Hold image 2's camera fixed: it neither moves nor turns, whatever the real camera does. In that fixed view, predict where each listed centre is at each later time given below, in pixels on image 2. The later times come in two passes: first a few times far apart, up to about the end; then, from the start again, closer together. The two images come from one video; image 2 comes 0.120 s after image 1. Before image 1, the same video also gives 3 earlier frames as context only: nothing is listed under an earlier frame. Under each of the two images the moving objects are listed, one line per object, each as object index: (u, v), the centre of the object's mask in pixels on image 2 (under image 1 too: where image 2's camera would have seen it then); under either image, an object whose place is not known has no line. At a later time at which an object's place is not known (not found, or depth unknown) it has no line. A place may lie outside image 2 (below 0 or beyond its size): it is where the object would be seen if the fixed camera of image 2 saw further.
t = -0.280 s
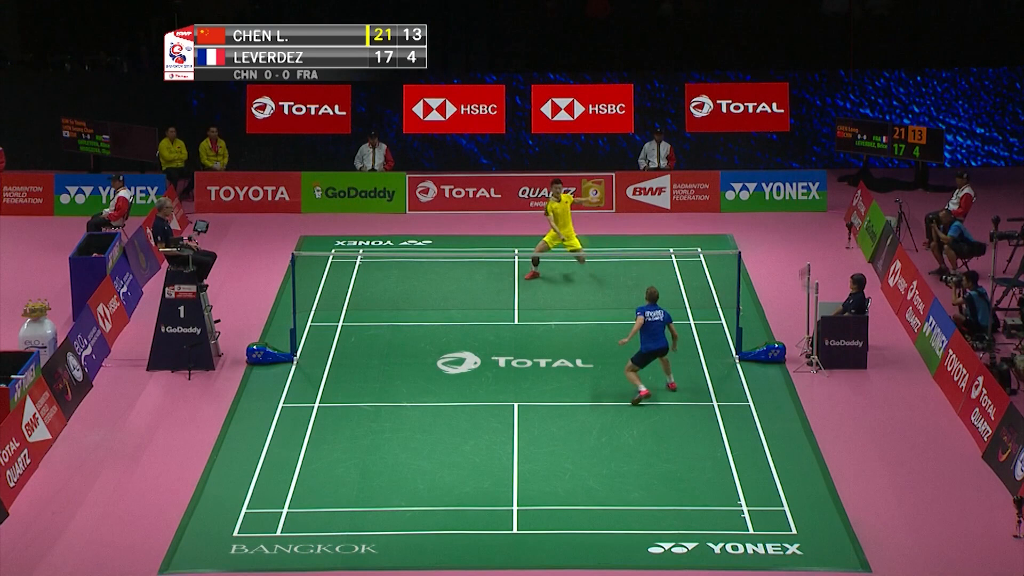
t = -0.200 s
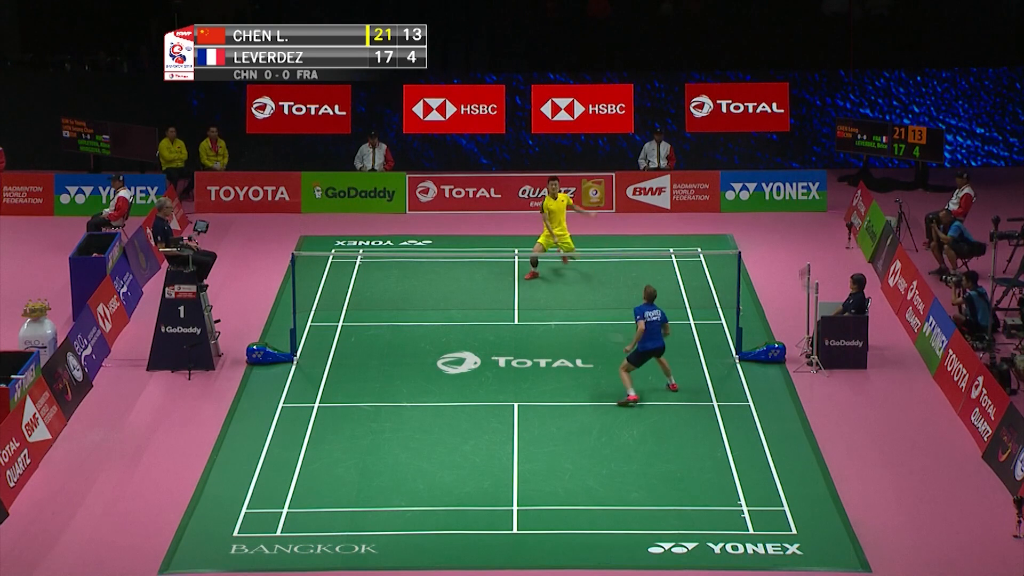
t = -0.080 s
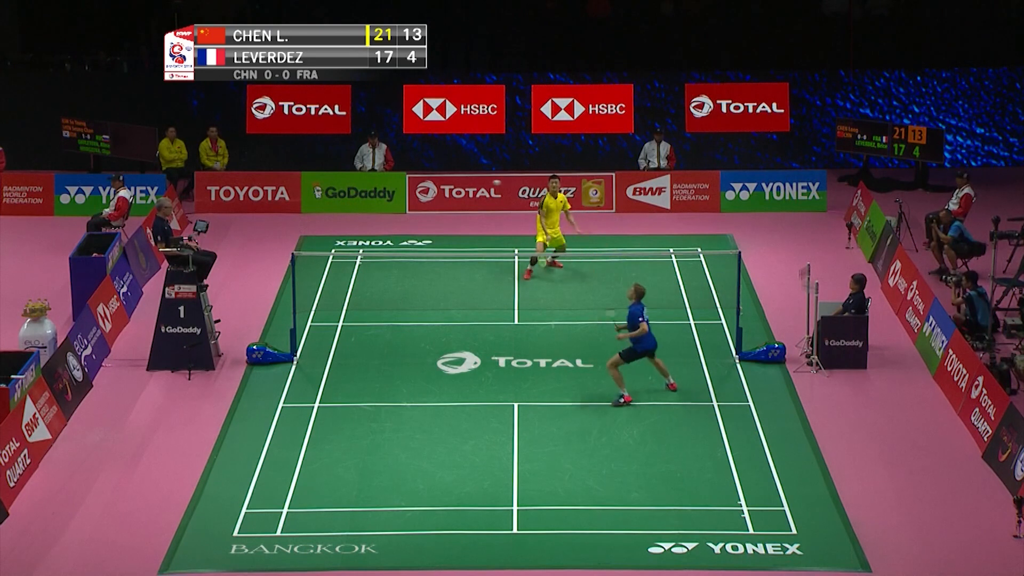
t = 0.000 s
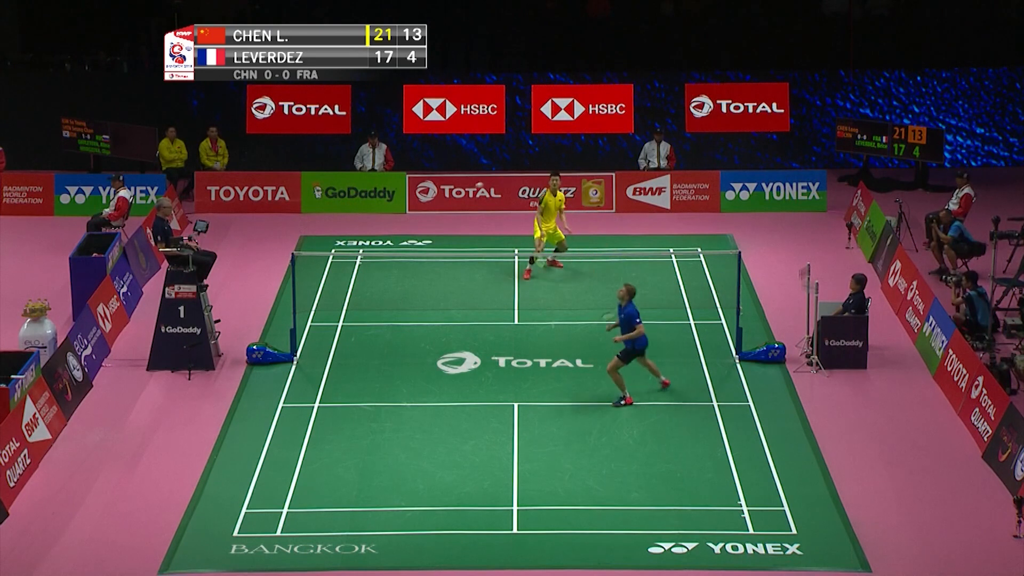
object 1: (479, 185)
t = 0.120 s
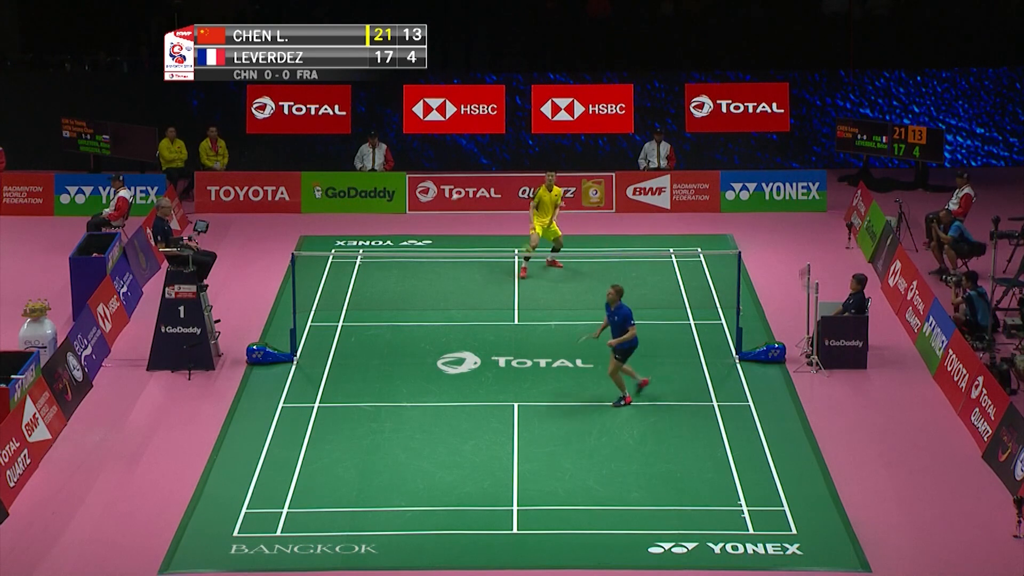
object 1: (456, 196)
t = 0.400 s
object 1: (405, 254)
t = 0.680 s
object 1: (367, 366)
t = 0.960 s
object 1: (335, 503)
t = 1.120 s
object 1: (332, 491)
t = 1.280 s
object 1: (329, 493)
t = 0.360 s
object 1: (408, 247)
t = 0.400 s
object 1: (405, 254)
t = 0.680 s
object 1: (367, 366)
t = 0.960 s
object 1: (335, 503)
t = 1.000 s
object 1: (333, 498)
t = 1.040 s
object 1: (332, 496)
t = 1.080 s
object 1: (332, 493)
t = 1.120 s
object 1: (332, 491)
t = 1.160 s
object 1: (332, 490)
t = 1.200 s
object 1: (331, 490)
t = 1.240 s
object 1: (330, 490)
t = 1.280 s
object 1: (329, 493)
